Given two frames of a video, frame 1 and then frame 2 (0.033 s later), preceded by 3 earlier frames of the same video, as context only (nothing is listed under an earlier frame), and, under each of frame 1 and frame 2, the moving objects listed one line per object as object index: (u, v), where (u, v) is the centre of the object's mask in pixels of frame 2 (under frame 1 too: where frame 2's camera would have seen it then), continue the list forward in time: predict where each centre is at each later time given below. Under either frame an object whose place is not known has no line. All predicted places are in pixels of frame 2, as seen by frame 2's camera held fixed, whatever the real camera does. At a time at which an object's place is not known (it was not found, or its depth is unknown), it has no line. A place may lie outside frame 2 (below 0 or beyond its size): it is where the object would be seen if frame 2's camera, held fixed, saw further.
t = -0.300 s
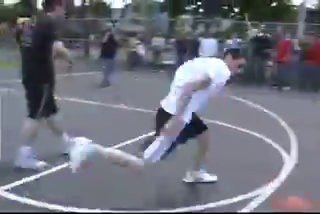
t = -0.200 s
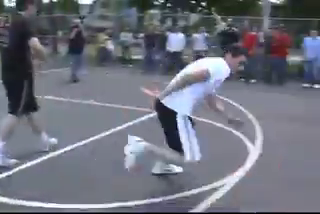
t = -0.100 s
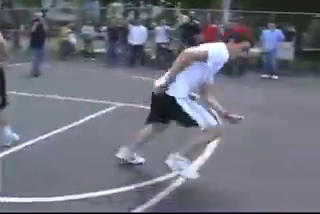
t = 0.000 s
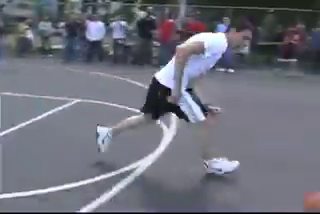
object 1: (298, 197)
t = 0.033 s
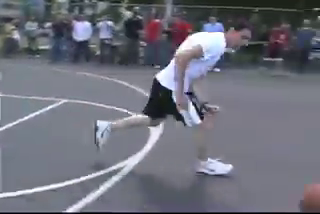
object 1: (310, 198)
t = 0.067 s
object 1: (321, 199)
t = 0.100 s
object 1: (338, 196)
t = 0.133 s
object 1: (350, 193)
